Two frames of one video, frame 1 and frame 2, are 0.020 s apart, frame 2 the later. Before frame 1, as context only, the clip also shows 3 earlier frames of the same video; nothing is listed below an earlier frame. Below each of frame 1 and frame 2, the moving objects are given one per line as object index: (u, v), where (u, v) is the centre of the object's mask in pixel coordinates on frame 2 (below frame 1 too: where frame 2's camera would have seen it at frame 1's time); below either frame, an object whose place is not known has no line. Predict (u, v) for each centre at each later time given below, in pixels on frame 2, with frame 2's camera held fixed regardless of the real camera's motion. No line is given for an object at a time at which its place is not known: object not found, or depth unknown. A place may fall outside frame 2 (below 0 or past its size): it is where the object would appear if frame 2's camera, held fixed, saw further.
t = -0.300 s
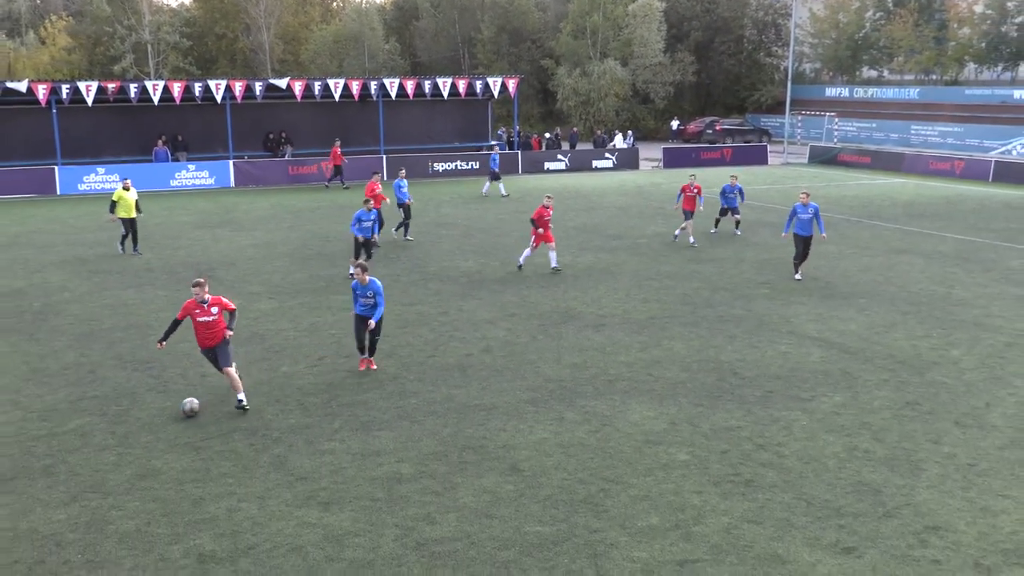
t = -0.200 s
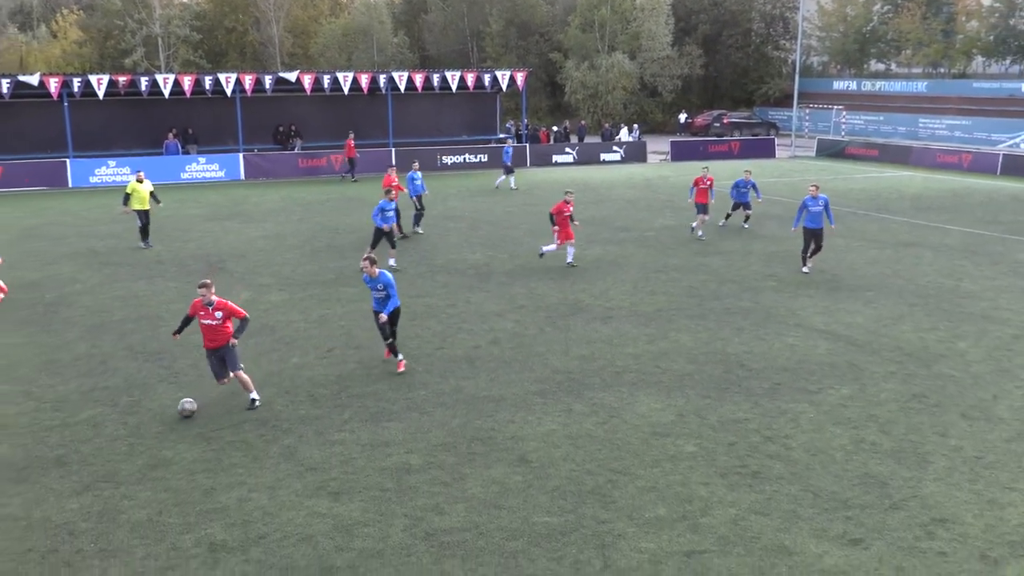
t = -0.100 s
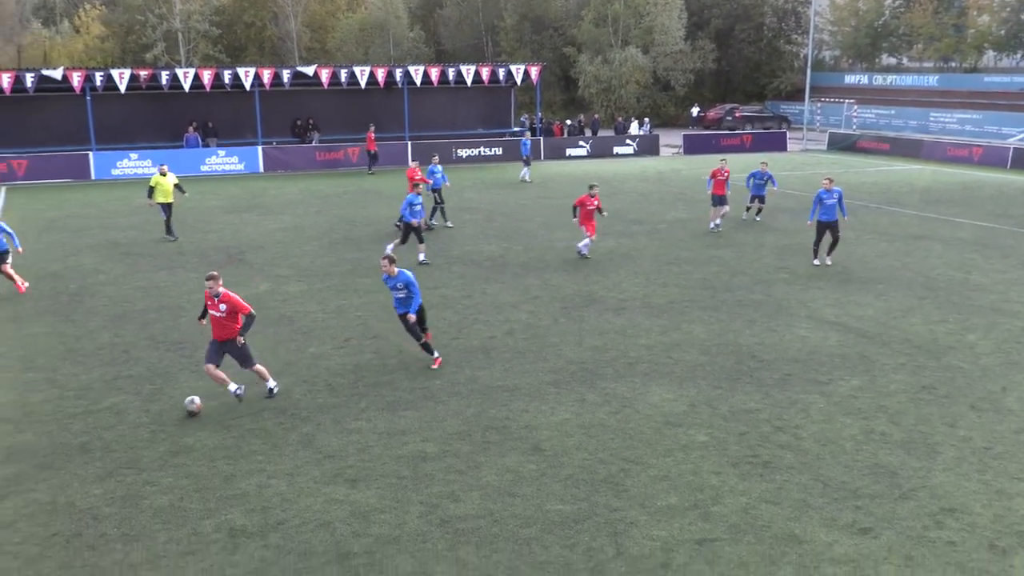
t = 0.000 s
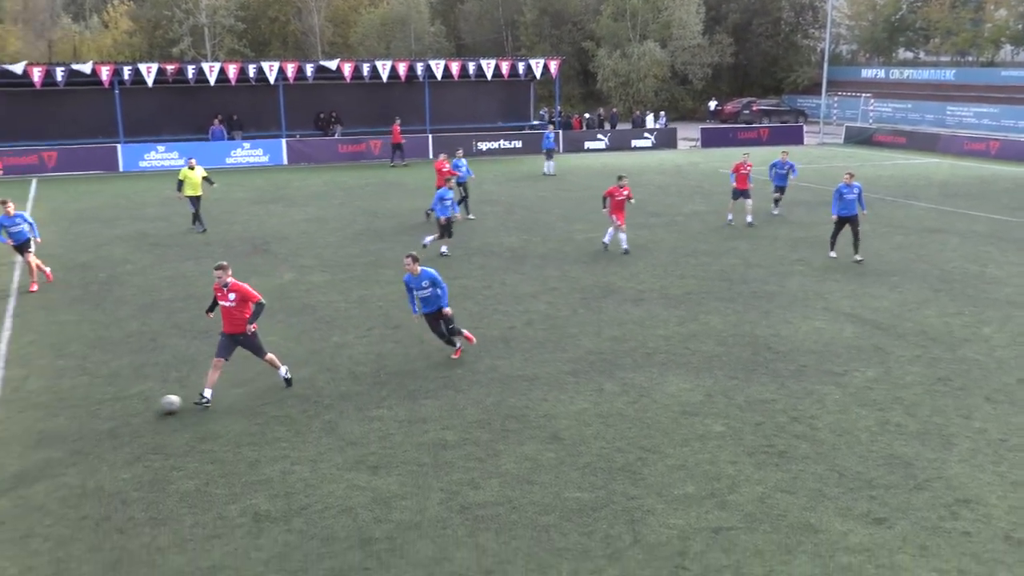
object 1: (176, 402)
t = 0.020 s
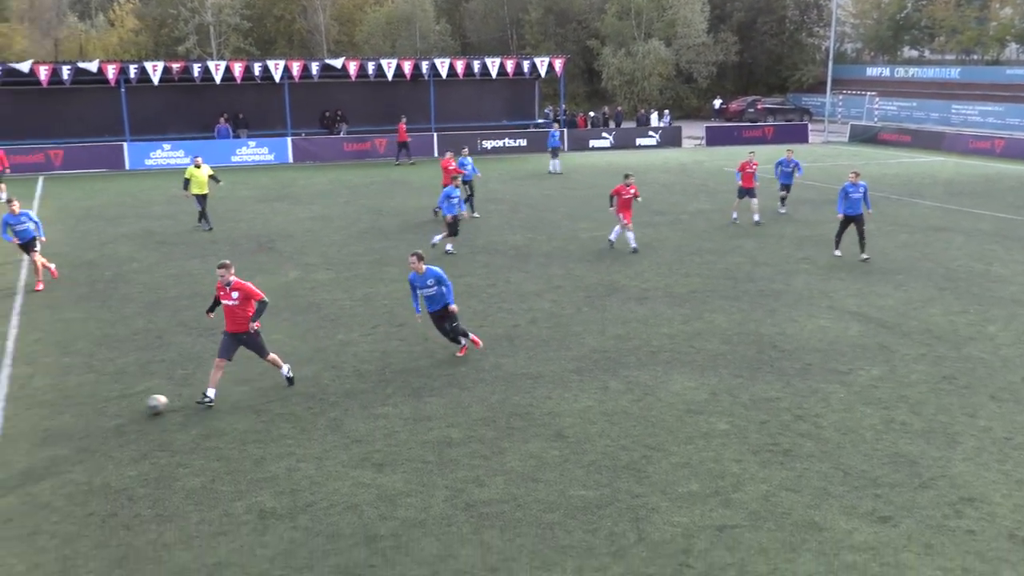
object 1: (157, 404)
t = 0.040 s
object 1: (137, 407)
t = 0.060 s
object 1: (117, 410)
